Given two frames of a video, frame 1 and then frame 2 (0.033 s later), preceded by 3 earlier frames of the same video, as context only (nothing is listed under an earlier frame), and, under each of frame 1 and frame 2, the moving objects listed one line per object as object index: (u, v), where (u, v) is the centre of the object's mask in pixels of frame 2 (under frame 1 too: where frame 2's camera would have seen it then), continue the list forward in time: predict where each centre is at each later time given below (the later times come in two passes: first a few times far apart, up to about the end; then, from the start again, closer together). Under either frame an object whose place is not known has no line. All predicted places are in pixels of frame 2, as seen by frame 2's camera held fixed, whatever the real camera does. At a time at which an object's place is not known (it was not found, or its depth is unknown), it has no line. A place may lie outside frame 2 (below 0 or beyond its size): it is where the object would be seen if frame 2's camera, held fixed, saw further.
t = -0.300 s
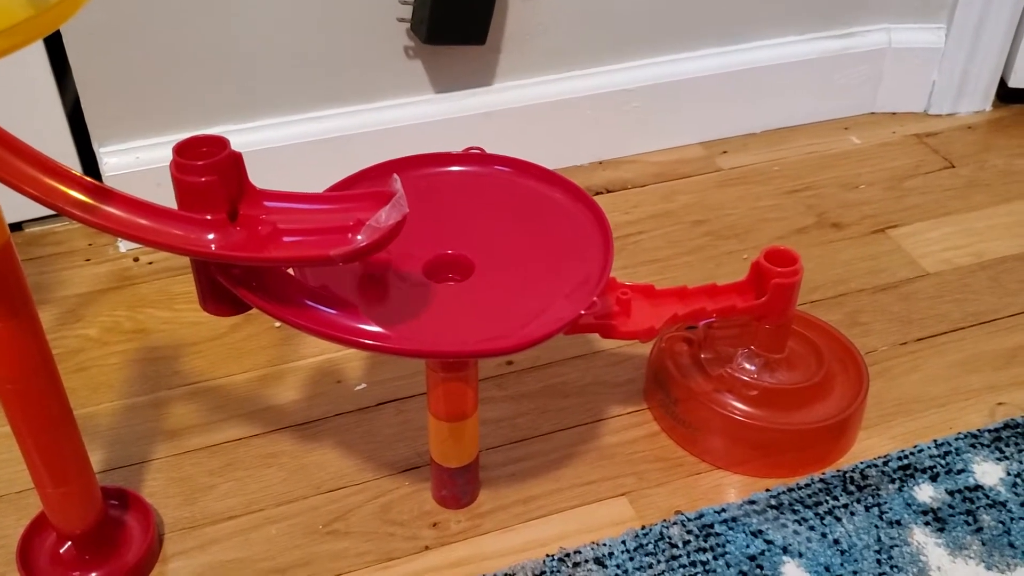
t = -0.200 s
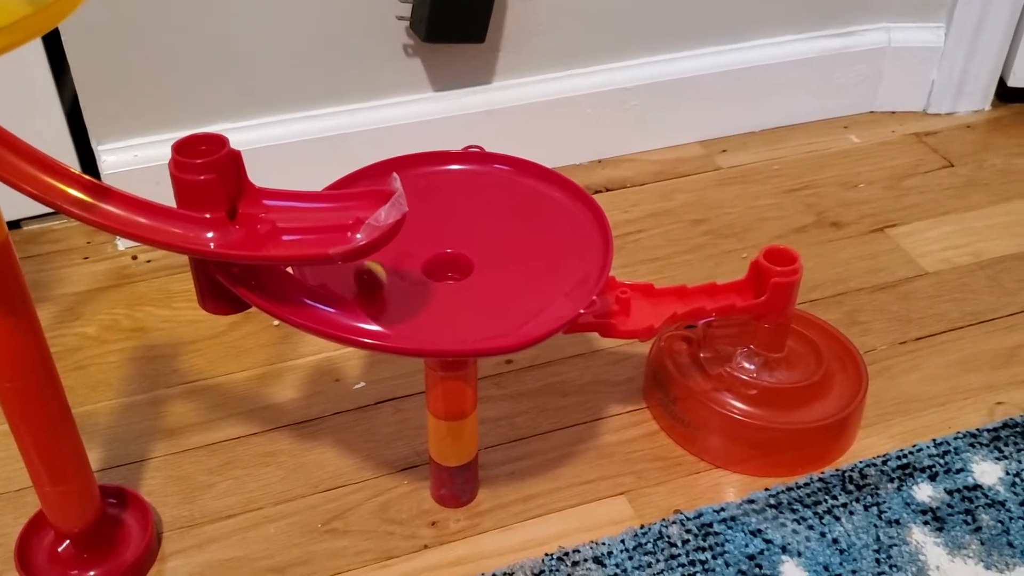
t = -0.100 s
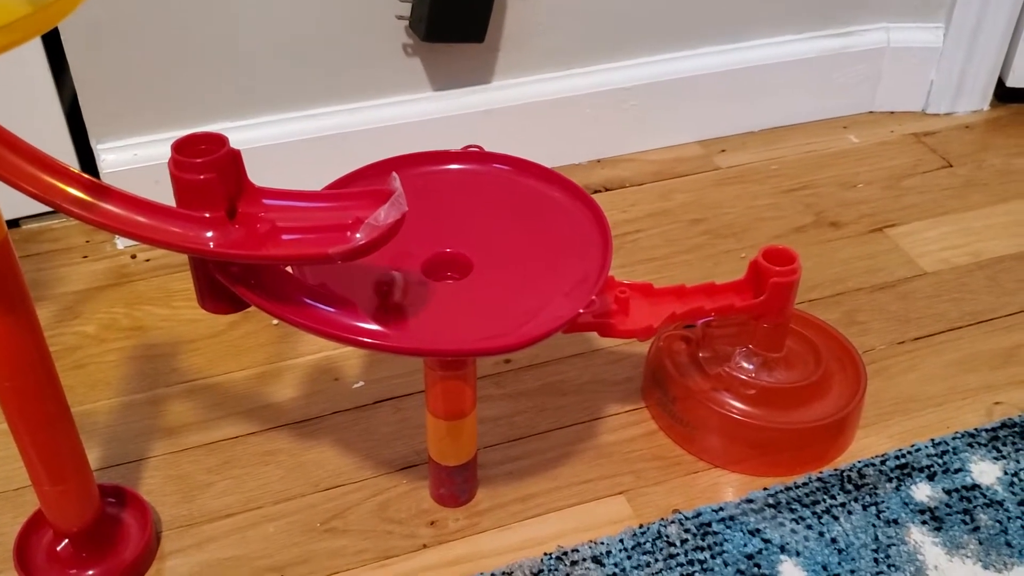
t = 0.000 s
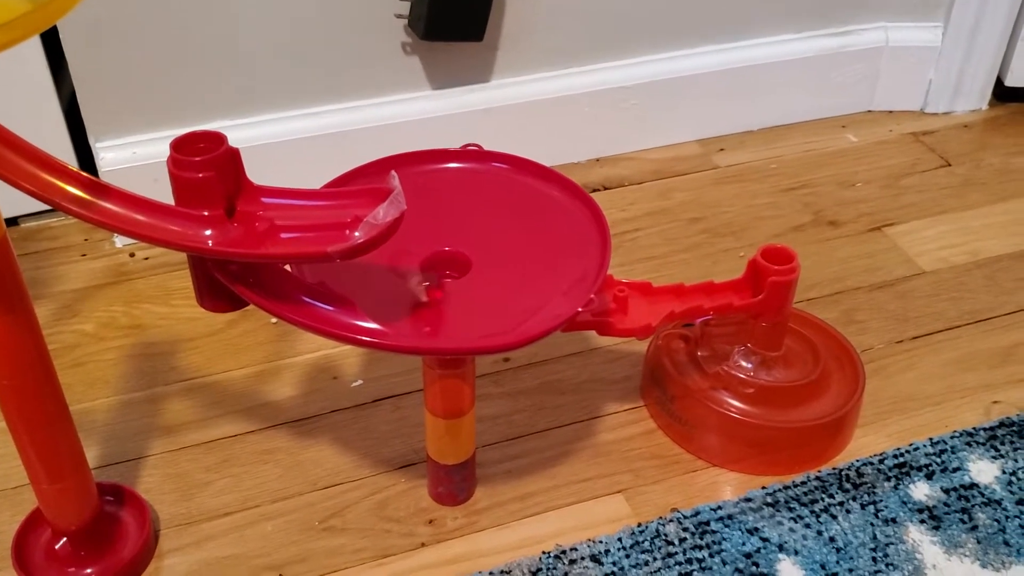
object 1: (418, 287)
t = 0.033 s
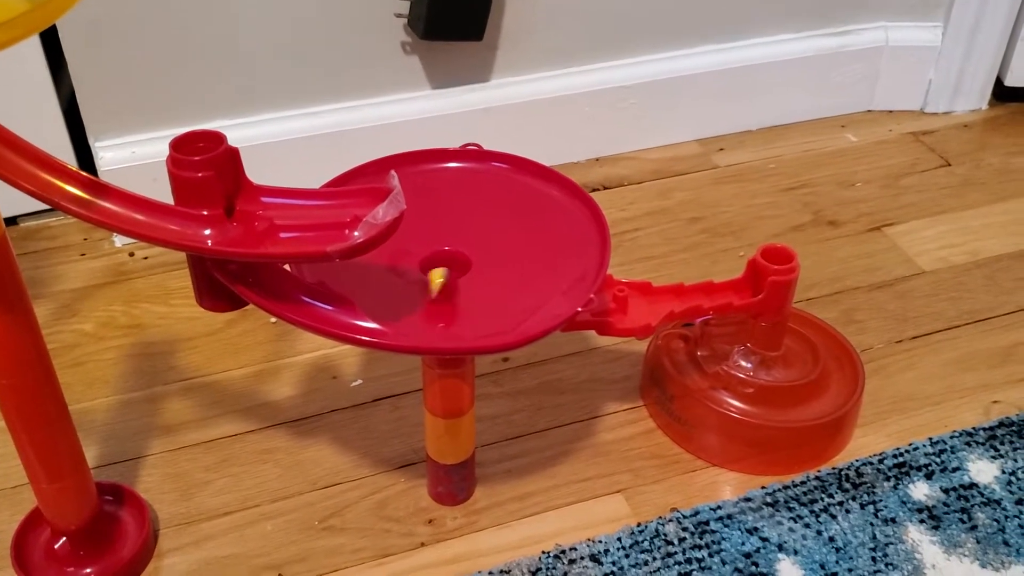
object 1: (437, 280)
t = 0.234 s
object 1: (498, 235)
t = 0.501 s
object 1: (445, 205)
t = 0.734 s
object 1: (395, 246)
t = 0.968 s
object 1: (431, 285)
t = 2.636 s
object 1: (395, 245)
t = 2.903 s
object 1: (447, 275)
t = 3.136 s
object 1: (502, 230)
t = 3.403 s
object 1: (423, 228)
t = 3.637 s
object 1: (395, 255)
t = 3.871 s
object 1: (468, 267)
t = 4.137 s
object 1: (473, 224)
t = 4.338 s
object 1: (412, 235)
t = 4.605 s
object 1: (440, 275)
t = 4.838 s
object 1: (491, 244)
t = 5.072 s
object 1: (434, 223)
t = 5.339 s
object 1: (403, 255)
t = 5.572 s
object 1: (478, 274)
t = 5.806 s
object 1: (461, 231)
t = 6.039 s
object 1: (399, 249)
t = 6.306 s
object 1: (453, 265)
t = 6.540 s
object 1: (479, 238)
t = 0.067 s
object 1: (456, 274)
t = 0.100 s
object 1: (475, 265)
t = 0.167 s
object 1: (488, 257)
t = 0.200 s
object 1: (492, 251)
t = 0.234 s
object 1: (498, 235)
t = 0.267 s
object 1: (502, 225)
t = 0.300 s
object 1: (500, 215)
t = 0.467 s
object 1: (463, 205)
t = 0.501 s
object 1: (445, 205)
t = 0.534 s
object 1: (427, 210)
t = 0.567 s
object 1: (421, 215)
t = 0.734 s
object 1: (395, 246)
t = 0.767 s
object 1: (391, 259)
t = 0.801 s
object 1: (394, 268)
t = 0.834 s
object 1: (399, 275)
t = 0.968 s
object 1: (431, 285)
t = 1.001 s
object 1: (446, 283)
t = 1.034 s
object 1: (462, 281)
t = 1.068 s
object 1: (471, 277)
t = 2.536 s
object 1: (405, 235)
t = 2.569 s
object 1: (392, 248)
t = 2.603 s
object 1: (382, 254)
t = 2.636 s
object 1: (395, 245)
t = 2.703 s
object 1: (385, 259)
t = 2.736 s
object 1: (389, 264)
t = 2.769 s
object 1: (395, 271)
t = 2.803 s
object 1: (402, 267)
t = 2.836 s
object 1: (412, 268)
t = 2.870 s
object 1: (431, 271)
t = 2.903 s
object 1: (447, 275)
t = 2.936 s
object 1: (462, 274)
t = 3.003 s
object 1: (474, 275)
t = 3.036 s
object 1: (480, 261)
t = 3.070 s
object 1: (489, 246)
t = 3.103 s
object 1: (497, 237)
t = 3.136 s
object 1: (502, 230)
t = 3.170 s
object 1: (497, 222)
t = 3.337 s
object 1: (460, 219)
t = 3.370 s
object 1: (441, 220)
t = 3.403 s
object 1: (423, 228)
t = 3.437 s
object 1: (412, 236)
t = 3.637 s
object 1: (395, 255)
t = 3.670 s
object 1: (403, 263)
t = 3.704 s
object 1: (412, 270)
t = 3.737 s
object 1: (420, 275)
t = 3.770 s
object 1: (432, 276)
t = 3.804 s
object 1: (454, 287)
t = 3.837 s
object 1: (457, 279)
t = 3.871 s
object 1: (468, 267)
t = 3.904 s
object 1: (481, 256)
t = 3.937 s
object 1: (490, 251)
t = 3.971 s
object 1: (493, 242)
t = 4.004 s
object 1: (485, 236)
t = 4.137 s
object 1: (473, 224)
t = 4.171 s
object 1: (459, 219)
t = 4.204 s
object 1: (443, 218)
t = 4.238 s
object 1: (429, 223)
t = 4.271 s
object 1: (425, 228)
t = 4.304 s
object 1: (414, 224)
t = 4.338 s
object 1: (412, 235)
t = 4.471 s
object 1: (405, 250)
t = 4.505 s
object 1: (412, 260)
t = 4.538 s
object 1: (421, 269)
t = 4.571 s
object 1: (429, 274)
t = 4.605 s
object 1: (440, 275)
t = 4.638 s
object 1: (454, 277)
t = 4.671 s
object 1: (459, 285)
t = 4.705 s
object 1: (462, 279)
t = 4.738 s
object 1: (471, 269)
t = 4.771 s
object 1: (480, 257)
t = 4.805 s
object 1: (488, 251)
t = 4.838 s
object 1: (491, 244)
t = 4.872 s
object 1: (481, 243)
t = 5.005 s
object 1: (464, 231)
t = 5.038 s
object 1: (449, 224)
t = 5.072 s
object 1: (434, 223)
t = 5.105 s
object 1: (419, 226)
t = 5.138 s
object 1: (407, 231)
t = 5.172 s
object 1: (411, 235)
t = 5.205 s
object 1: (409, 235)
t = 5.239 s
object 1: (403, 245)
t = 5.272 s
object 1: (402, 251)
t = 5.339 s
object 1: (403, 255)
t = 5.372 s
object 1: (414, 256)
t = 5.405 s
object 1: (428, 264)
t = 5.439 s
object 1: (440, 269)
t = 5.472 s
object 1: (450, 269)
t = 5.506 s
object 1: (463, 267)
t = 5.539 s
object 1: (476, 268)
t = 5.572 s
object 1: (478, 274)
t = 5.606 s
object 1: (480, 265)
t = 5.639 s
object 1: (484, 253)
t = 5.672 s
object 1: (485, 242)
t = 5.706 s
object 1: (485, 236)
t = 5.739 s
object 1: (479, 239)
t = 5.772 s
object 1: (475, 236)
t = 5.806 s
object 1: (461, 231)
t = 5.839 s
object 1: (445, 232)
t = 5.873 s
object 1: (441, 233)
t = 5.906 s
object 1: (431, 234)
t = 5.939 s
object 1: (428, 231)
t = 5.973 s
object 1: (415, 236)
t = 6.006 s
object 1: (405, 243)
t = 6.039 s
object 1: (399, 249)
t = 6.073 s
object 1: (397, 251)
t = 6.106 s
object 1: (401, 256)
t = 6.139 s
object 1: (408, 264)
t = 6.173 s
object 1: (415, 267)
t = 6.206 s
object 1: (423, 269)
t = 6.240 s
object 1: (426, 271)
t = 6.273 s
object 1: (438, 269)
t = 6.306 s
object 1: (453, 265)
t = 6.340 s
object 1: (464, 264)
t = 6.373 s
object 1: (471, 258)
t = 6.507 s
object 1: (485, 248)
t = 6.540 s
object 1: (479, 238)
